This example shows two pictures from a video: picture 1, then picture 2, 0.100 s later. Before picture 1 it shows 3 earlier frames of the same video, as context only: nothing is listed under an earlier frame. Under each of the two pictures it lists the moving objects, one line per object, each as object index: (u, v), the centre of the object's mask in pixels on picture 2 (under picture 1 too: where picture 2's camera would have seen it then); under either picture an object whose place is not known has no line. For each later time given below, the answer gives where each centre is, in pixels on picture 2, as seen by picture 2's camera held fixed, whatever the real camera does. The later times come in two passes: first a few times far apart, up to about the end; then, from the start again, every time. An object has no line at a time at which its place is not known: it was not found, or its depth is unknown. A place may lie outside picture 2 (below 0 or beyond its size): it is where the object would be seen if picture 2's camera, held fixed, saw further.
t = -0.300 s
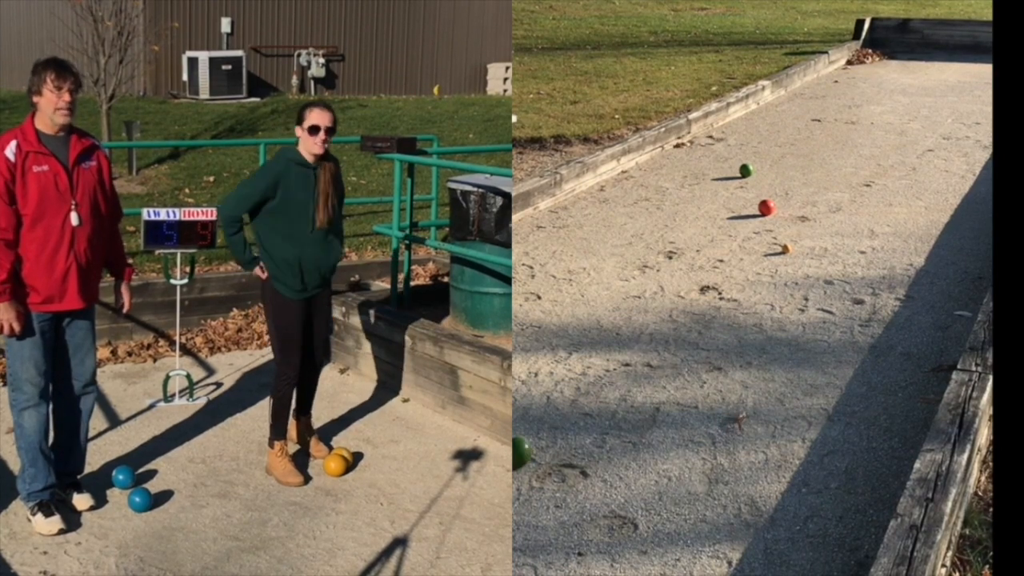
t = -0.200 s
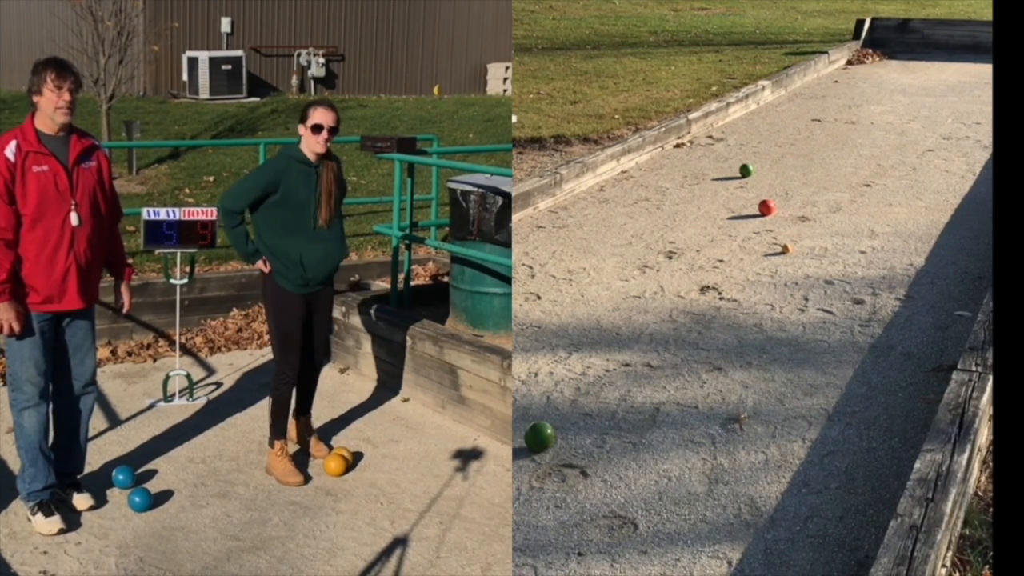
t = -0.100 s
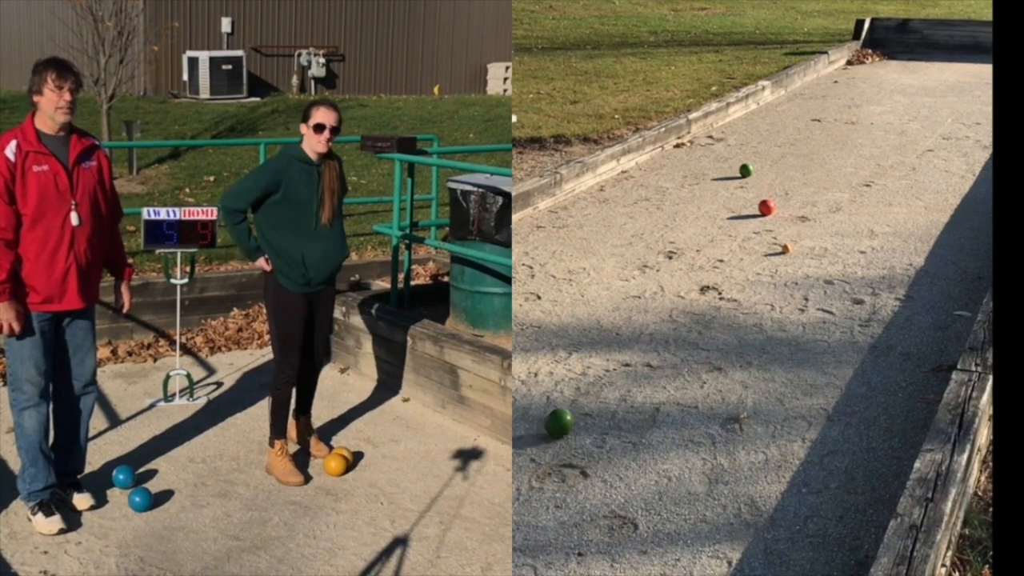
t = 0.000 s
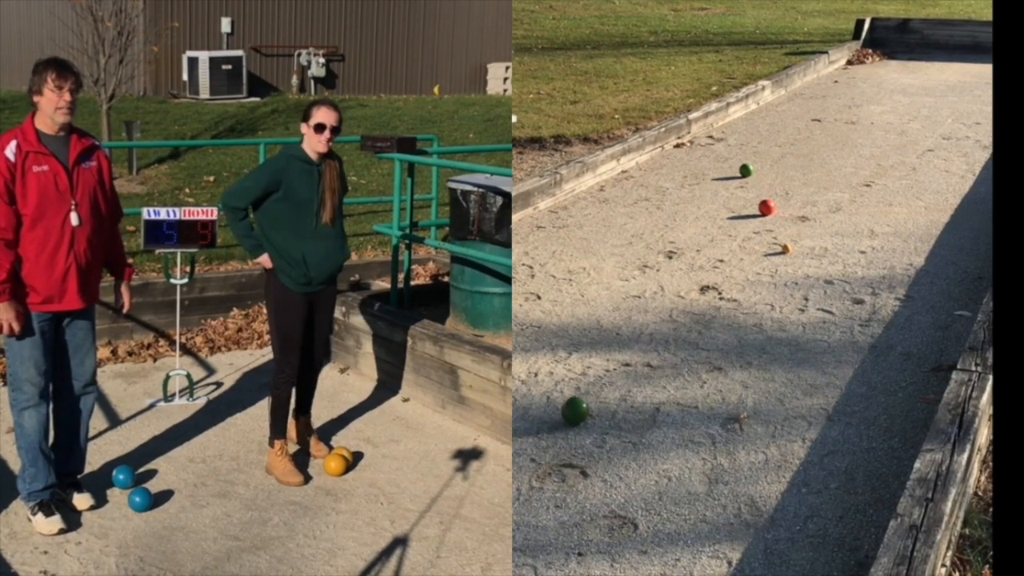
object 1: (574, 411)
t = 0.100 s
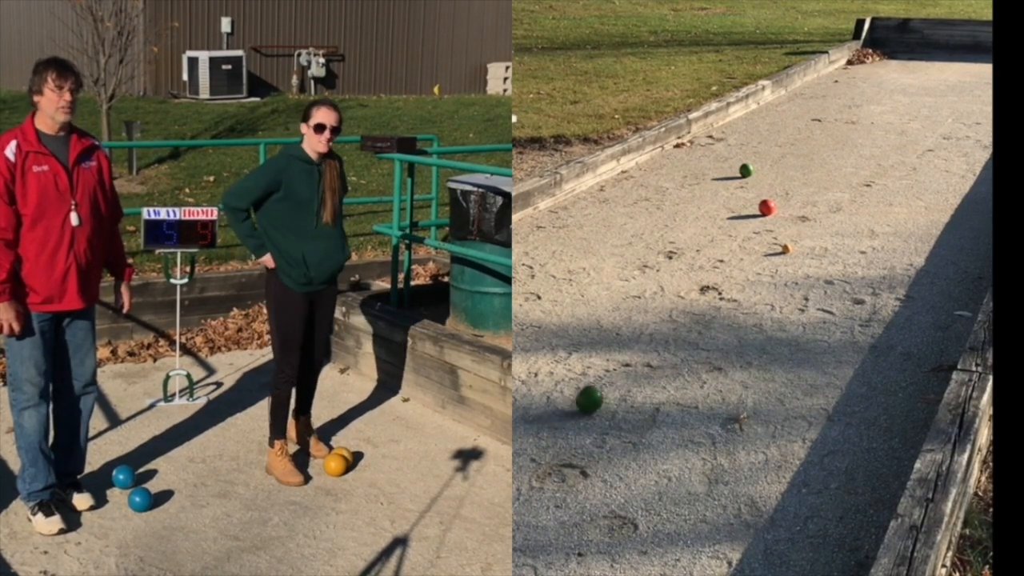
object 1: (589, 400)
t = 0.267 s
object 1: (608, 384)
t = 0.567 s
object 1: (635, 361)
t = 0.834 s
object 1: (655, 346)
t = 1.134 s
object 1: (666, 333)
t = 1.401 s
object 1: (674, 326)
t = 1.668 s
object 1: (685, 322)
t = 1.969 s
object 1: (691, 320)
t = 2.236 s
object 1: (690, 320)
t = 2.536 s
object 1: (690, 320)
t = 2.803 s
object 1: (690, 320)
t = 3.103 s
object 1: (690, 321)
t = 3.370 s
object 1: (690, 321)
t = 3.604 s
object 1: (690, 320)
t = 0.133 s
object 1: (593, 396)
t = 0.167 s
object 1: (597, 393)
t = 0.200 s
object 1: (601, 390)
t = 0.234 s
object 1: (604, 388)
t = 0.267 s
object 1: (608, 384)
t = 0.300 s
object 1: (611, 382)
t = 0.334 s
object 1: (615, 379)
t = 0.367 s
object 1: (618, 376)
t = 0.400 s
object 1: (621, 373)
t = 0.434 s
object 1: (624, 371)
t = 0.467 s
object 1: (627, 368)
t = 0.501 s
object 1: (630, 366)
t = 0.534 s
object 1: (633, 363)
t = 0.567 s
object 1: (635, 361)
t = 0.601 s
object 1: (638, 359)
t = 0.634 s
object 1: (640, 357)
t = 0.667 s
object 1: (643, 355)
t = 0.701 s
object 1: (646, 352)
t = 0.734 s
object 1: (648, 351)
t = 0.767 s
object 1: (650, 349)
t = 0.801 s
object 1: (652, 347)
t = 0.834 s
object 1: (655, 346)
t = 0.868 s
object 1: (656, 344)
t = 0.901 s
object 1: (658, 343)
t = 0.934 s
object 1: (660, 340)
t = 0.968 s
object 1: (661, 339)
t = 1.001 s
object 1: (662, 337)
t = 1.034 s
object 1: (663, 336)
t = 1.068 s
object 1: (664, 335)
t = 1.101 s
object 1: (665, 334)
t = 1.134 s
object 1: (666, 333)
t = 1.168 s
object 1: (667, 332)
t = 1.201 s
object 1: (668, 331)
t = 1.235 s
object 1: (669, 330)
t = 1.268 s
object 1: (670, 329)
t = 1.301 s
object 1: (671, 328)
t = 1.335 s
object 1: (672, 327)
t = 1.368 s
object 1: (673, 327)
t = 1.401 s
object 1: (674, 326)
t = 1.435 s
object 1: (676, 325)
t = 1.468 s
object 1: (677, 325)
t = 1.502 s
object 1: (679, 324)
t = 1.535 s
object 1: (680, 324)
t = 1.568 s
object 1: (681, 323)
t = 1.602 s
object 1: (682, 323)
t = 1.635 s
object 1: (684, 322)
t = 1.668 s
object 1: (685, 322)
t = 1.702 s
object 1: (686, 322)
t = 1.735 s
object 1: (687, 321)
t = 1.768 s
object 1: (689, 321)
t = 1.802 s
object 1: (689, 321)
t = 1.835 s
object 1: (690, 321)
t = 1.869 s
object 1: (691, 320)
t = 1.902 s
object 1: (691, 320)
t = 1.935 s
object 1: (691, 320)
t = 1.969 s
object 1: (691, 320)
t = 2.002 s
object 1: (691, 320)
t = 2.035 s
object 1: (691, 320)
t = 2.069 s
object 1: (691, 320)
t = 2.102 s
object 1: (691, 320)
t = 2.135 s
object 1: (691, 321)
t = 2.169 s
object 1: (690, 321)
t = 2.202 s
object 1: (690, 320)
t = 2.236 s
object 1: (690, 320)
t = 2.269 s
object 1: (690, 320)
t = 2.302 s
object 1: (690, 321)
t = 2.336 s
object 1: (690, 320)
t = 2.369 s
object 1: (690, 320)
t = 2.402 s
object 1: (690, 320)
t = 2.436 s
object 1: (690, 320)
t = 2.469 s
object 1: (690, 321)
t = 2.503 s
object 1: (690, 320)
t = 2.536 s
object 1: (690, 320)
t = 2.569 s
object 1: (690, 320)
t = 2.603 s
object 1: (690, 321)
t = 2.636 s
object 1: (690, 321)
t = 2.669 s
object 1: (690, 321)
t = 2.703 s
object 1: (690, 320)
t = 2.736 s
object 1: (690, 320)
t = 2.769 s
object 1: (690, 321)
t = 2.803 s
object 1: (690, 320)
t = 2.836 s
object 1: (690, 320)
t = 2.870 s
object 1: (690, 320)
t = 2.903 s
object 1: (690, 320)
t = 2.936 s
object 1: (690, 320)
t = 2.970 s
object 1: (690, 320)
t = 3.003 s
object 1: (690, 321)
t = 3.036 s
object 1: (690, 320)
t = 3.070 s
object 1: (690, 320)
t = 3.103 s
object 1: (690, 321)
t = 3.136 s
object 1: (690, 321)
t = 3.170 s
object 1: (690, 320)
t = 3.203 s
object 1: (690, 321)
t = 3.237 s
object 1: (690, 321)
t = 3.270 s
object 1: (690, 321)
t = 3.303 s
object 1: (690, 321)
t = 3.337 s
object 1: (690, 321)
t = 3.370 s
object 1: (690, 321)
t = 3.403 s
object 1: (690, 320)
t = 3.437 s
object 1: (690, 320)
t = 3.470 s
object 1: (690, 320)
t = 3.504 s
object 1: (690, 320)
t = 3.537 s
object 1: (690, 320)
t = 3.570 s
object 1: (690, 321)
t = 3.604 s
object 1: (690, 320)
